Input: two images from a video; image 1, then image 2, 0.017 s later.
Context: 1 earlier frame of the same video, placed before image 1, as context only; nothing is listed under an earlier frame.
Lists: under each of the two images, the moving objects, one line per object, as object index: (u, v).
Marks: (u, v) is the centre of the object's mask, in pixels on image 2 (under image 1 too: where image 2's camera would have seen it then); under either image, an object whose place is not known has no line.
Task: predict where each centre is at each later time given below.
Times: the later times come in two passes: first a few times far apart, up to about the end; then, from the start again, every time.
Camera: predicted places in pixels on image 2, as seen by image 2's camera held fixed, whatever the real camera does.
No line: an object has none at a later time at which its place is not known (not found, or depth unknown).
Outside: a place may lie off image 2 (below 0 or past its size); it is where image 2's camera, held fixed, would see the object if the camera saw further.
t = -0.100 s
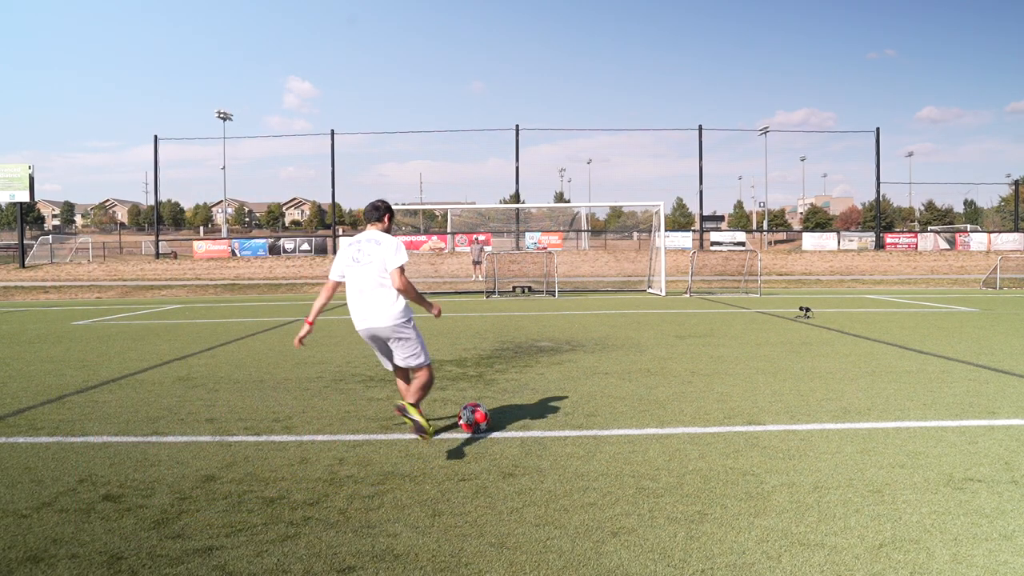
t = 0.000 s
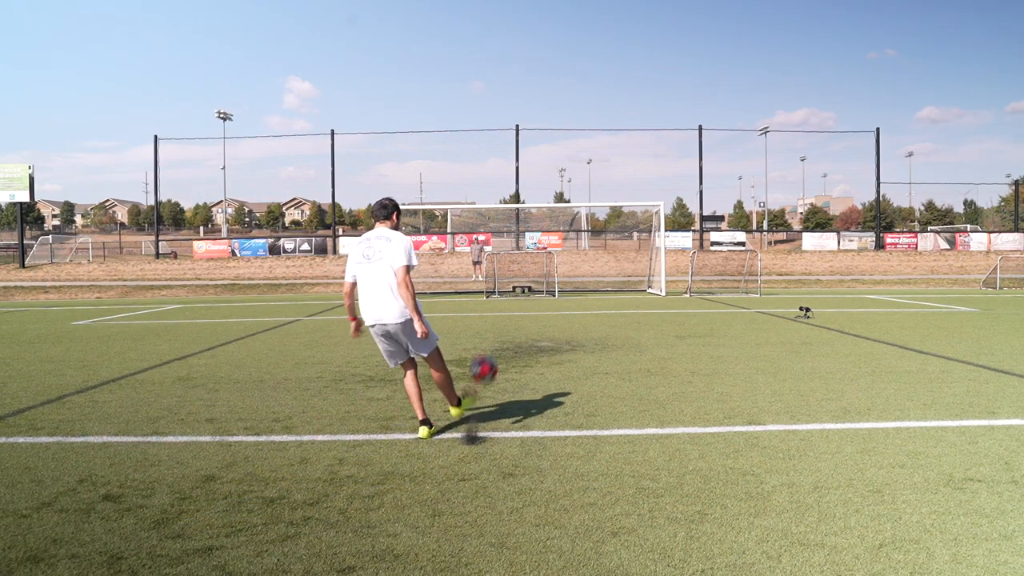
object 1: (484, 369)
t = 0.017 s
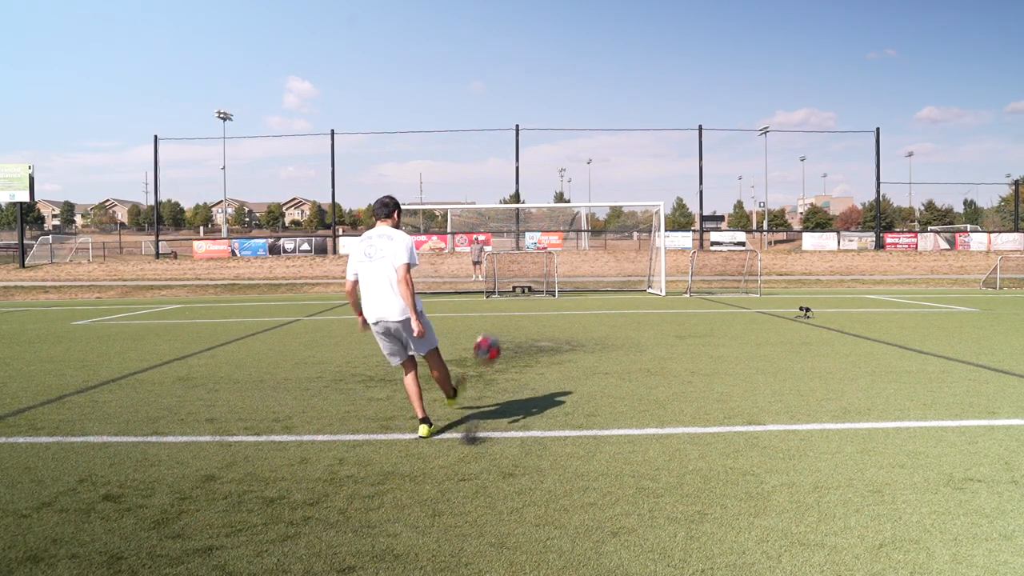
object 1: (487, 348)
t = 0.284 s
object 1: (517, 185)
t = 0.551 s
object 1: (525, 143)
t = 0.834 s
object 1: (527, 147)
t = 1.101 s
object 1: (526, 174)
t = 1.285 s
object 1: (525, 201)
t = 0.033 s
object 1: (490, 330)
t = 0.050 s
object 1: (493, 314)
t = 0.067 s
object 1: (496, 299)
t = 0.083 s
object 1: (498, 286)
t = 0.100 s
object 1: (501, 273)
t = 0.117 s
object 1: (503, 261)
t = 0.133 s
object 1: (506, 250)
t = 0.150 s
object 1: (507, 241)
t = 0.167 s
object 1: (507, 231)
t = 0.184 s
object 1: (510, 223)
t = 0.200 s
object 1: (512, 216)
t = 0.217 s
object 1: (513, 208)
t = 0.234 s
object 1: (515, 202)
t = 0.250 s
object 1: (516, 196)
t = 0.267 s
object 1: (517, 191)
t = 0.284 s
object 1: (517, 185)
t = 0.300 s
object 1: (518, 181)
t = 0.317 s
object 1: (519, 176)
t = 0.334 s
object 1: (520, 172)
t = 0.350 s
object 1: (520, 168)
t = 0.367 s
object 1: (521, 165)
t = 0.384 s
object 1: (522, 162)
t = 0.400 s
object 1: (522, 159)
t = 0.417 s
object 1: (522, 156)
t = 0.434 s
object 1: (523, 154)
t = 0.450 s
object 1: (523, 152)
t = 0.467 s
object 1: (524, 150)
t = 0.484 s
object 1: (524, 148)
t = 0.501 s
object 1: (524, 147)
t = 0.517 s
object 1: (525, 145)
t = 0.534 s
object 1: (525, 144)
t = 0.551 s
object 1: (525, 143)
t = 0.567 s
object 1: (525, 142)
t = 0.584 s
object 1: (525, 141)
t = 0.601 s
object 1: (526, 141)
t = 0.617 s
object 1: (526, 140)
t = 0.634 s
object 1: (526, 140)
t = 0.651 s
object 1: (526, 140)
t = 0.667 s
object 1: (526, 140)
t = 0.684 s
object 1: (526, 140)
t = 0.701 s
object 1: (526, 141)
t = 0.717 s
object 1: (526, 141)
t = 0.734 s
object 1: (527, 142)
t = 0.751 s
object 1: (527, 142)
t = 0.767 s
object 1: (527, 143)
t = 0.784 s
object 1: (527, 143)
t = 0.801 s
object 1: (527, 144)
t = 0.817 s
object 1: (527, 146)
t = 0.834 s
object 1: (527, 147)
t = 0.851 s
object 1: (527, 148)
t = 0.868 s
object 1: (527, 149)
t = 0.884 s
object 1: (527, 151)
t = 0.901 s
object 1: (527, 152)
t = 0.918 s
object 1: (526, 154)
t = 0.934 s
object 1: (527, 155)
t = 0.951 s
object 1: (527, 157)
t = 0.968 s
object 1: (526, 159)
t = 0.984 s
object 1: (526, 160)
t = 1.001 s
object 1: (526, 162)
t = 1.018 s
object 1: (526, 164)
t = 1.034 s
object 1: (526, 166)
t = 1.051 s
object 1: (527, 168)
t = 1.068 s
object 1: (526, 170)
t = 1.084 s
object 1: (526, 172)
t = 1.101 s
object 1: (526, 174)
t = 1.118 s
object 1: (526, 177)
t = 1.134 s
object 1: (526, 179)
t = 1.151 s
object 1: (526, 181)
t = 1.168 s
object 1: (526, 183)
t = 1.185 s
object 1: (526, 186)
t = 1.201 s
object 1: (526, 188)
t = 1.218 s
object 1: (525, 191)
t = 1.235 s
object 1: (526, 193)
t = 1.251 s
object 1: (525, 196)
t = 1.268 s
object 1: (525, 198)
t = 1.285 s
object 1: (525, 201)
